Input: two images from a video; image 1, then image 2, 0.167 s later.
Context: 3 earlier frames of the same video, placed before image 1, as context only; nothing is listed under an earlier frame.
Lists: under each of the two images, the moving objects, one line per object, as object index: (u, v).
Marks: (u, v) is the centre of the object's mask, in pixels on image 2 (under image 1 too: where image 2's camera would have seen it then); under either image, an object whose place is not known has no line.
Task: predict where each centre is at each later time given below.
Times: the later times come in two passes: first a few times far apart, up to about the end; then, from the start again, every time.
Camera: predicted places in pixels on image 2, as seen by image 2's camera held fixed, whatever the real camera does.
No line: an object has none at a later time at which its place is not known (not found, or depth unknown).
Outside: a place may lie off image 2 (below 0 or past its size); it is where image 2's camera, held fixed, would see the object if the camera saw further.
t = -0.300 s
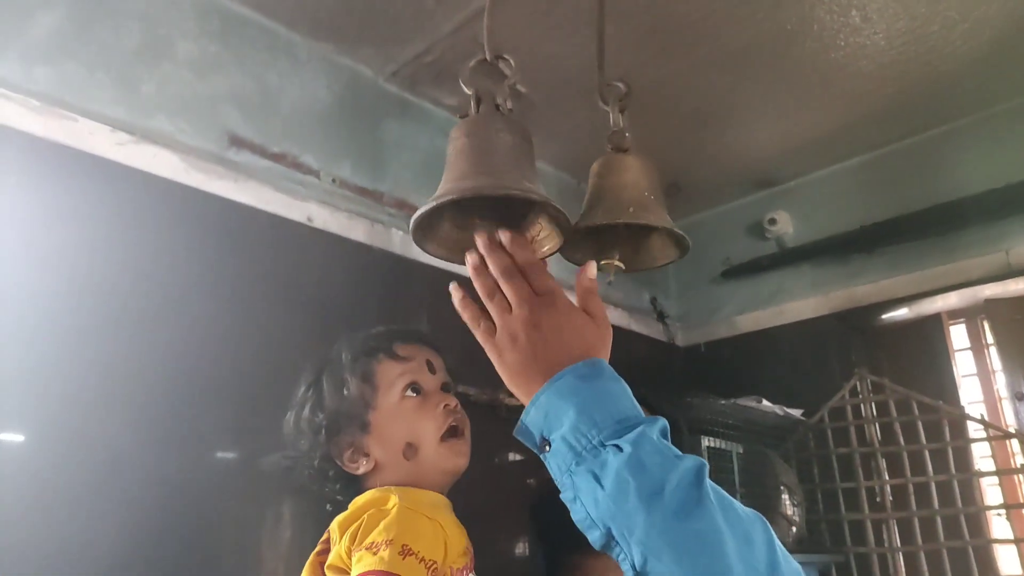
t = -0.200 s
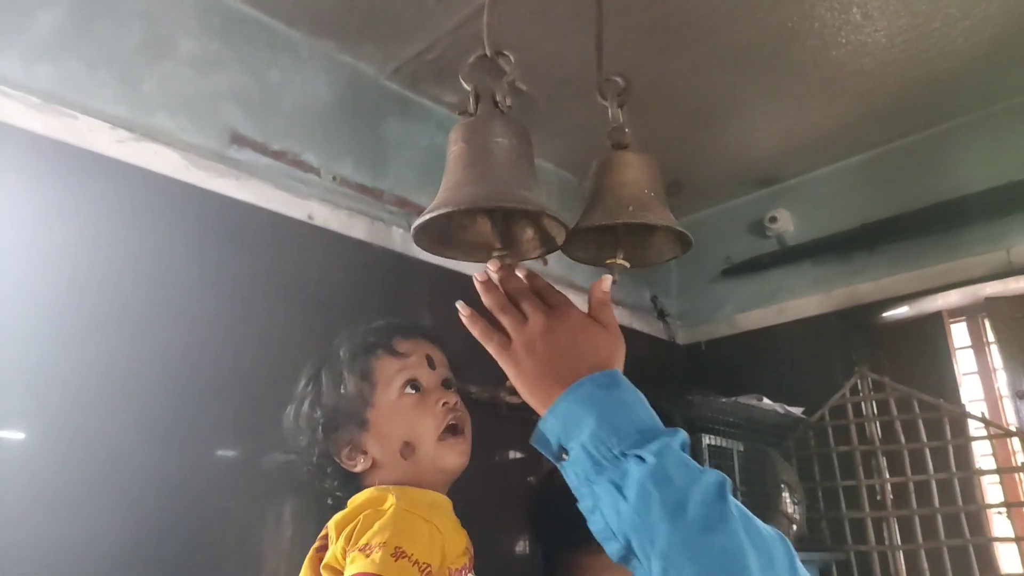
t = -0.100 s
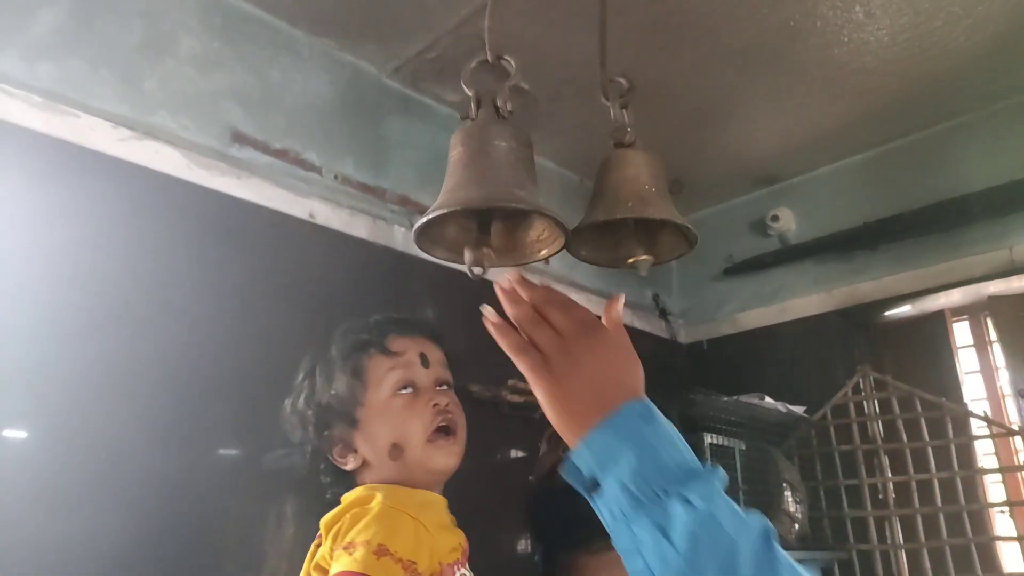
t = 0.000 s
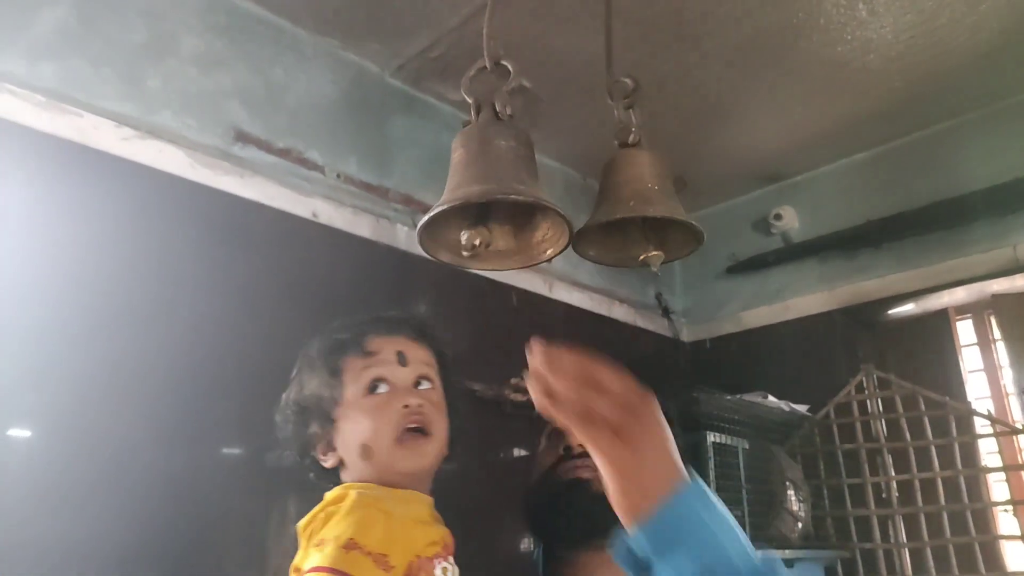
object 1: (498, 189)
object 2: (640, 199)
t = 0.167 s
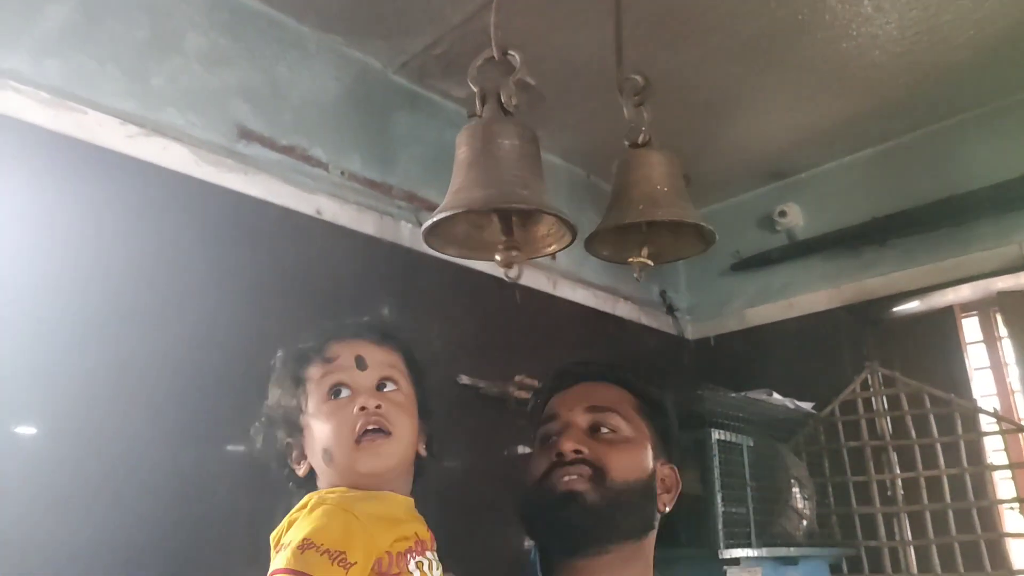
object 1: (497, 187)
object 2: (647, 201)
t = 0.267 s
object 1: (501, 188)
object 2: (650, 202)
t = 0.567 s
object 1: (517, 173)
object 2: (655, 204)
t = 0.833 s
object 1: (530, 166)
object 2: (654, 203)
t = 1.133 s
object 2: (646, 201)
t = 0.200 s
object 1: (498, 188)
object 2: (648, 201)
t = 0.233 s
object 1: (499, 188)
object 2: (649, 201)
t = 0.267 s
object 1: (501, 188)
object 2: (650, 202)
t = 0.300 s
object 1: (503, 188)
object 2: (650, 202)
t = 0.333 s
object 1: (504, 187)
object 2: (651, 203)
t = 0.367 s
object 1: (506, 186)
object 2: (652, 202)
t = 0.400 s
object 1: (507, 183)
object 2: (652, 202)
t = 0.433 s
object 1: (509, 178)
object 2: (652, 203)
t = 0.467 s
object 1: (510, 176)
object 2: (653, 203)
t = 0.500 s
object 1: (512, 175)
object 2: (653, 203)
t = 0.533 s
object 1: (515, 173)
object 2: (654, 205)
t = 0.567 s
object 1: (517, 173)
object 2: (655, 204)
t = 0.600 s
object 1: (518, 172)
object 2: (655, 203)
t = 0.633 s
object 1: (520, 171)
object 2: (655, 204)
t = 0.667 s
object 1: (521, 171)
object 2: (655, 204)
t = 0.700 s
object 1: (523, 170)
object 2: (654, 203)
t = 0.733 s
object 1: (524, 170)
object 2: (654, 203)
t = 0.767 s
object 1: (526, 169)
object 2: (654, 202)
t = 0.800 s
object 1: (528, 167)
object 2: (653, 203)
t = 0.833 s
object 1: (530, 166)
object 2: (654, 203)
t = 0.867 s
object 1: (532, 165)
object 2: (654, 203)
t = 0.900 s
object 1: (533, 164)
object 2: (653, 203)
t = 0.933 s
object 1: (534, 164)
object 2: (653, 203)
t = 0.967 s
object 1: (535, 164)
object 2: (652, 203)
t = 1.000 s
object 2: (651, 202)
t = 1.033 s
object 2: (650, 203)
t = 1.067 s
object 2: (648, 201)
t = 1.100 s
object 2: (648, 201)
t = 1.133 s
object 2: (646, 201)
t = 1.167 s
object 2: (645, 201)
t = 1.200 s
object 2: (645, 202)
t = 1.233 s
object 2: (644, 204)
